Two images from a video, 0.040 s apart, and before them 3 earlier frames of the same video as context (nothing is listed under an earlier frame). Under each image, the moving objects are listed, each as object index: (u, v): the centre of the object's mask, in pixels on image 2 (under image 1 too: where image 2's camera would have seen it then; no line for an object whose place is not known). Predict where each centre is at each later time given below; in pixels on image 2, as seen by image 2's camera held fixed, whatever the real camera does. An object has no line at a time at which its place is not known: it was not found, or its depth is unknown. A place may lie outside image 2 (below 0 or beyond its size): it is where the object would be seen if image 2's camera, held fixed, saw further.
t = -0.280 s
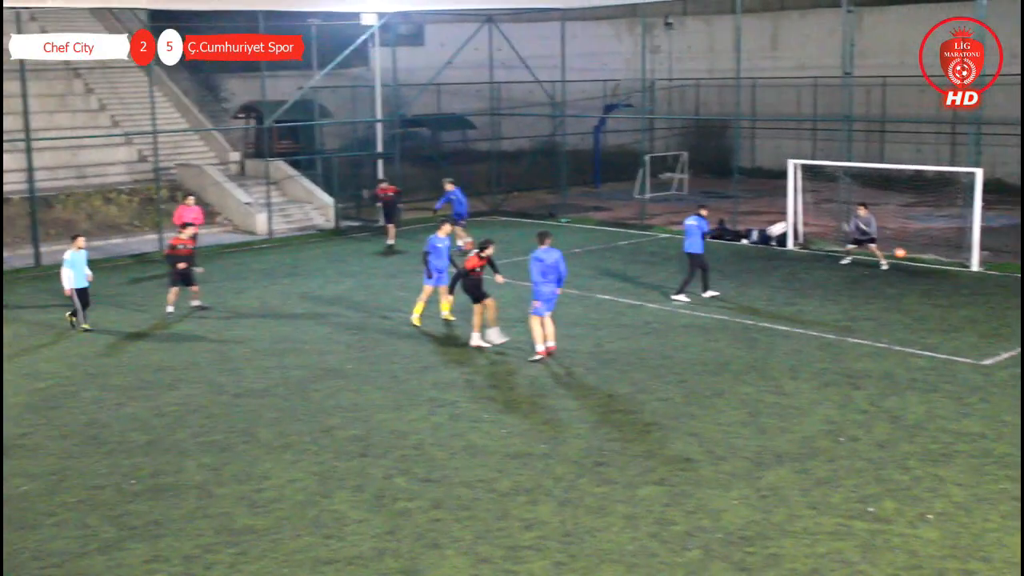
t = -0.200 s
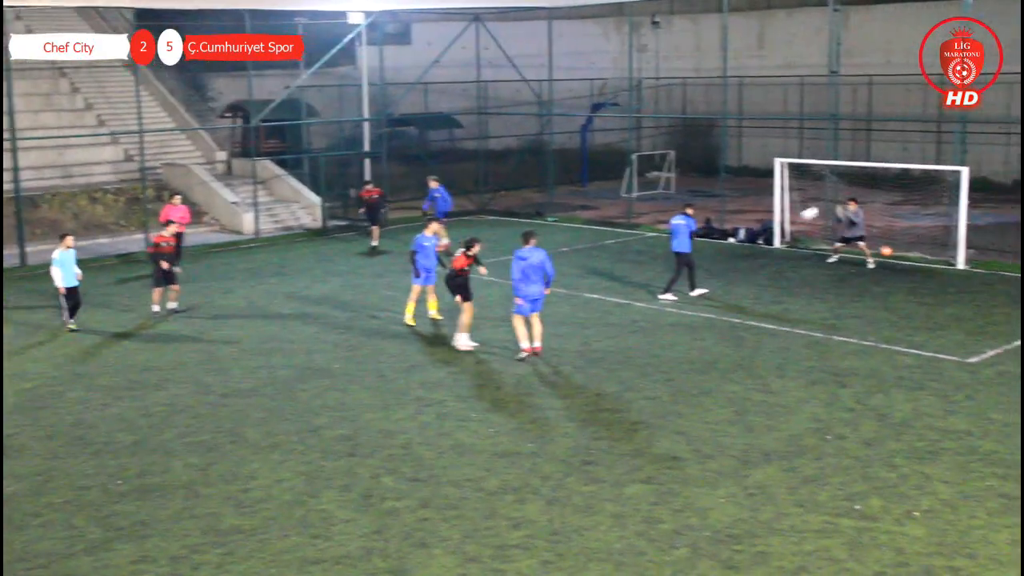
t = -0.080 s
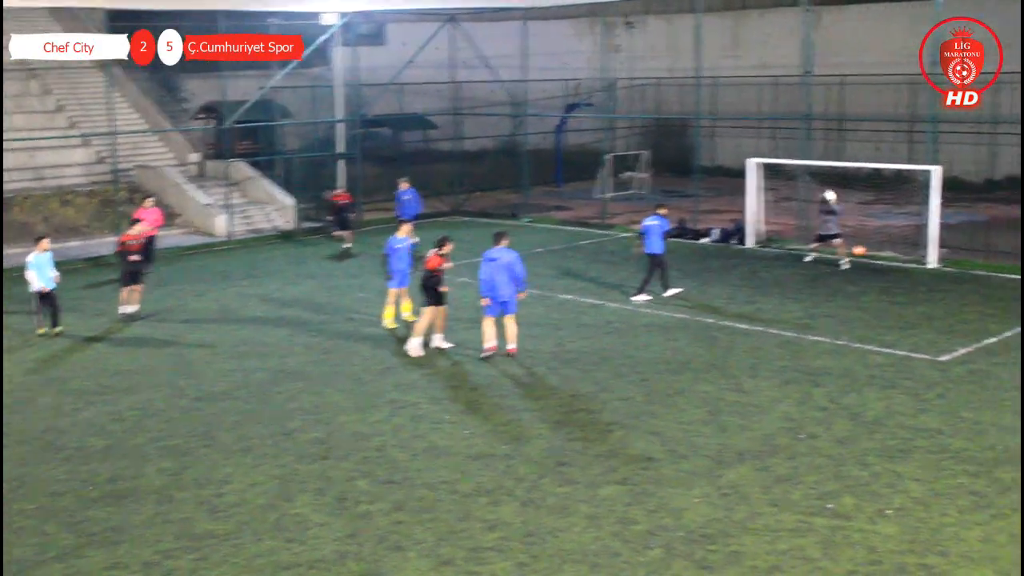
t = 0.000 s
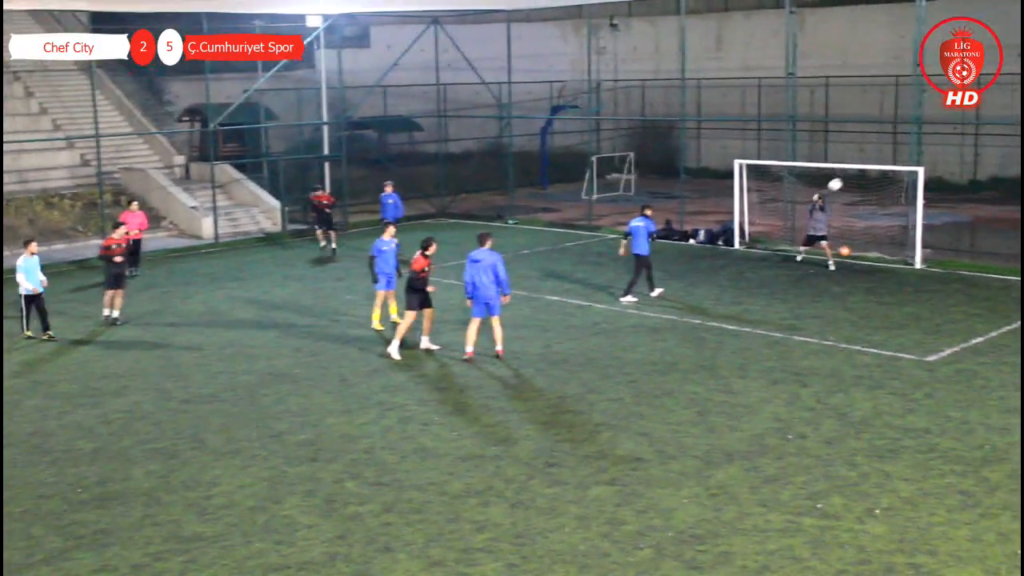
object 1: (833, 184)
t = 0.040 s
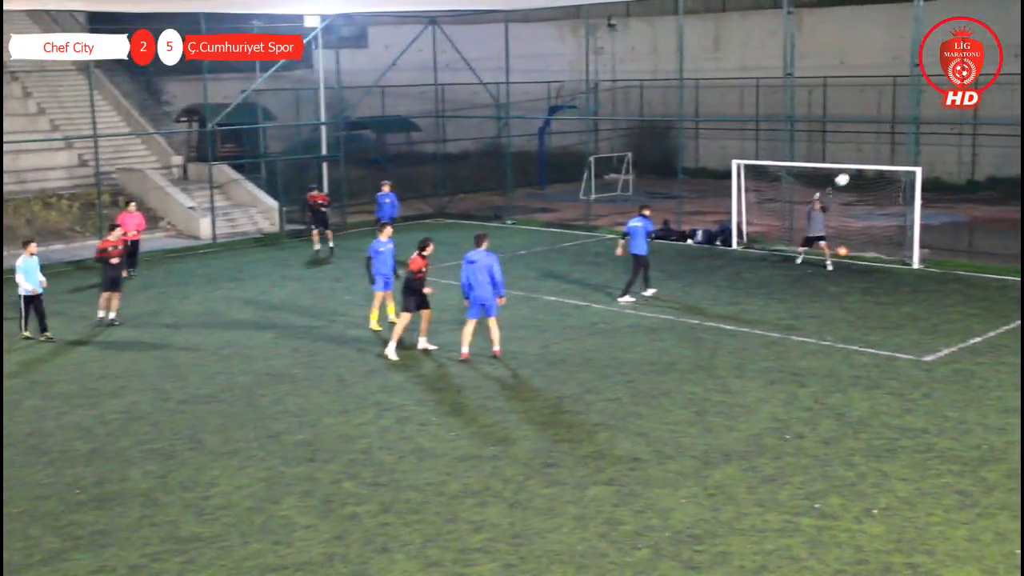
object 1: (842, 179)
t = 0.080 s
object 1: (851, 175)
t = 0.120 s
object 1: (861, 172)
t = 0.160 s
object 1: (870, 169)
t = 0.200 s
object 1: (880, 167)
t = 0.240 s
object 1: (889, 165)
